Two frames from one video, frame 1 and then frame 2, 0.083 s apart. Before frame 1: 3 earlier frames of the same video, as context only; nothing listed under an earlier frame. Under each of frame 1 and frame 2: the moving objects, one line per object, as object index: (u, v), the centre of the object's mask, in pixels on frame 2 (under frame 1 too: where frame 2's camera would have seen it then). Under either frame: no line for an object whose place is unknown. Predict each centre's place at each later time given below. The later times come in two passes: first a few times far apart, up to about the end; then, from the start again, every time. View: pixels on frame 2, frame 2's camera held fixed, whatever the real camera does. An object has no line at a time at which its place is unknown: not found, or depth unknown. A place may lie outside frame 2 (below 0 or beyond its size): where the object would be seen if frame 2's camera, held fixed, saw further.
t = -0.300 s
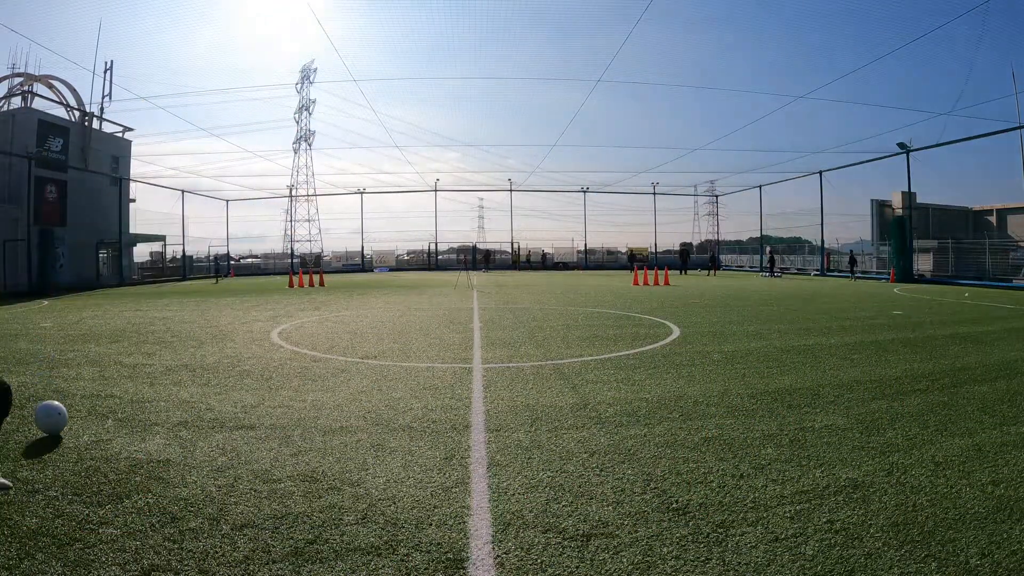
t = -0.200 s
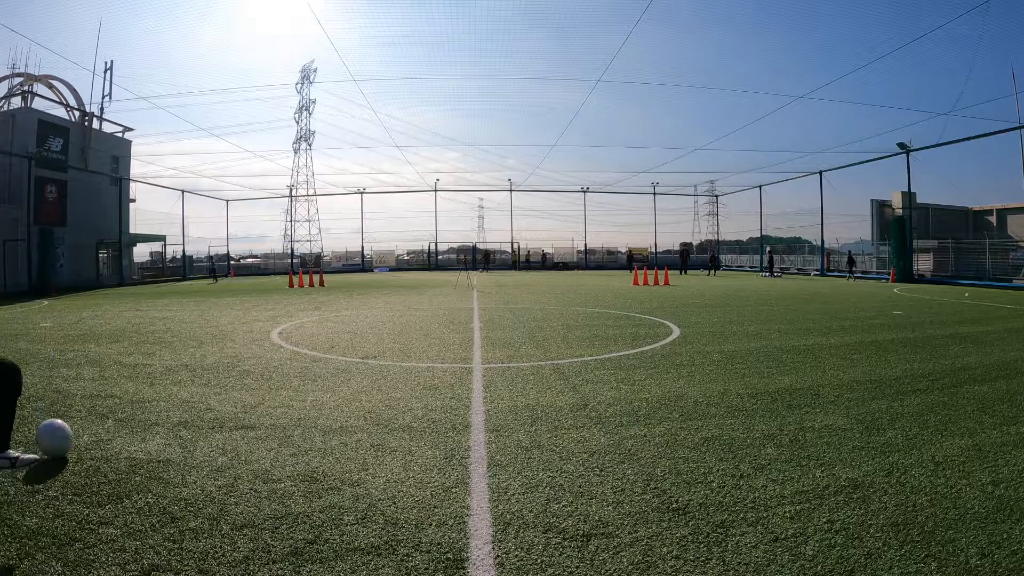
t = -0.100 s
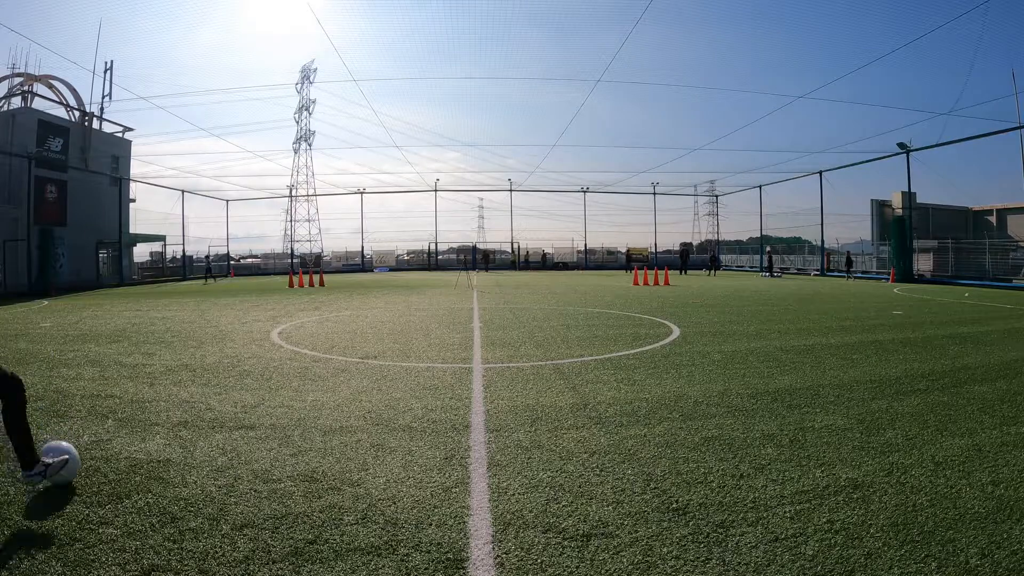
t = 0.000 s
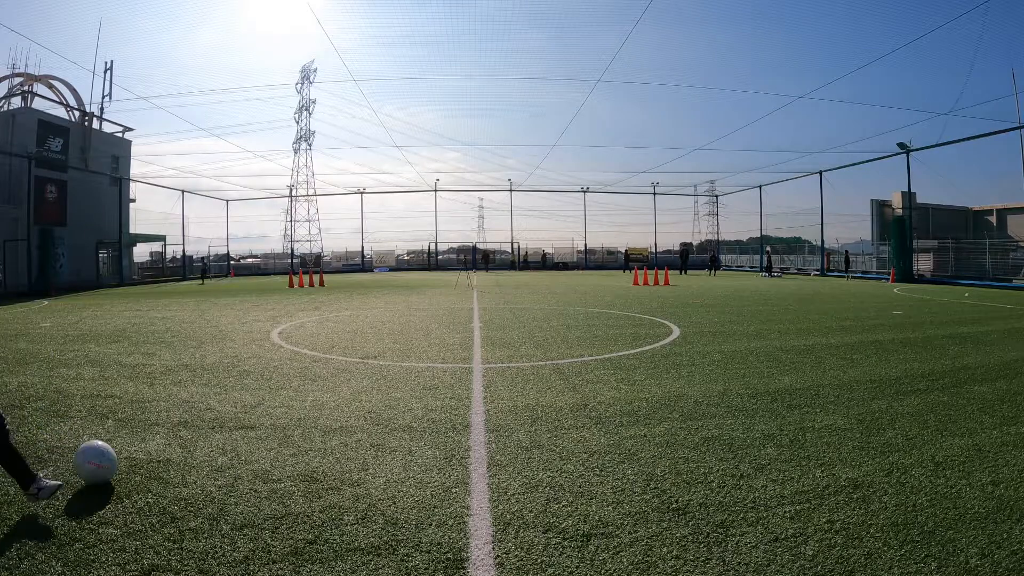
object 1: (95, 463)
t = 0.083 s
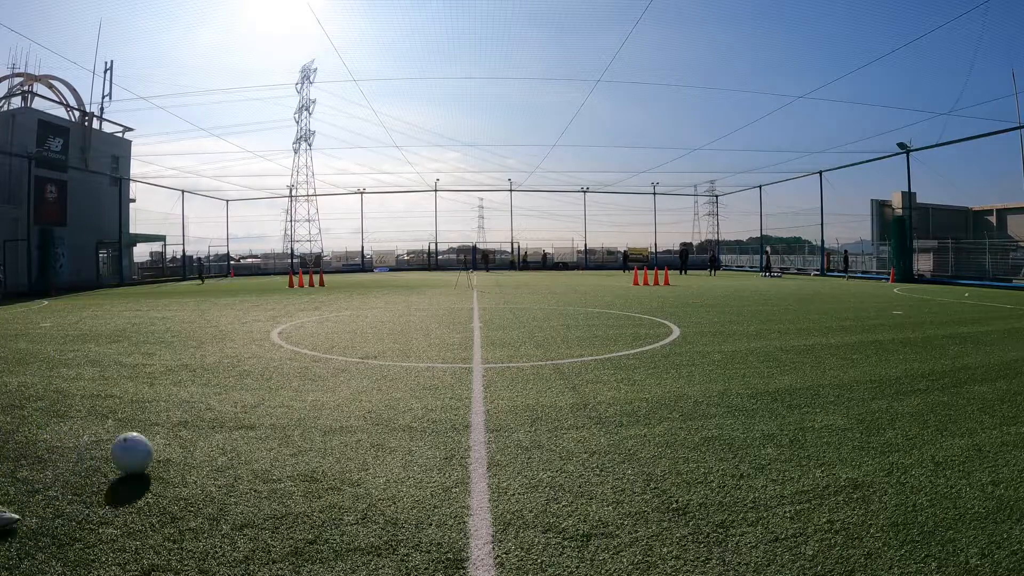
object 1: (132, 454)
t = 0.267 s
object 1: (201, 439)
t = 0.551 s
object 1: (286, 427)
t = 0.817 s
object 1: (357, 416)
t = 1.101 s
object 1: (419, 404)
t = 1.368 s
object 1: (470, 395)
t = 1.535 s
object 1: (497, 390)
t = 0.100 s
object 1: (139, 452)
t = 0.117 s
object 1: (145, 451)
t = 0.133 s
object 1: (152, 449)
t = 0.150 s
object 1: (159, 448)
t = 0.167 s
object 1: (165, 446)
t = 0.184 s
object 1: (171, 445)
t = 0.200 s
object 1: (177, 444)
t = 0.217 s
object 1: (183, 442)
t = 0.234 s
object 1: (189, 441)
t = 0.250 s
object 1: (195, 440)
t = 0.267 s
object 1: (201, 439)
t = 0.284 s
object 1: (206, 438)
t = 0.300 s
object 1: (211, 437)
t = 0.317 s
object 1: (217, 436)
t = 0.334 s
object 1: (222, 435)
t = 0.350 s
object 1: (228, 435)
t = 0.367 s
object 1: (232, 434)
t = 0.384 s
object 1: (237, 433)
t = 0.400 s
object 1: (242, 432)
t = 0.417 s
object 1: (247, 432)
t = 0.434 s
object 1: (252, 431)
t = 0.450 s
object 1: (257, 430)
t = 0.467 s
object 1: (262, 430)
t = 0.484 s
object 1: (267, 429)
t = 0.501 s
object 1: (271, 428)
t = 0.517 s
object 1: (277, 428)
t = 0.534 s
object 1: (282, 427)
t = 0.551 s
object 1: (286, 427)
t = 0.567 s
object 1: (290, 426)
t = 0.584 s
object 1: (295, 425)
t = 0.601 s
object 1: (300, 424)
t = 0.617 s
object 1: (305, 423)
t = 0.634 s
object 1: (309, 423)
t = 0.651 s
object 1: (313, 423)
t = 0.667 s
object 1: (318, 422)
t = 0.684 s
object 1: (322, 421)
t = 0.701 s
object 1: (326, 420)
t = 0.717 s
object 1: (331, 420)
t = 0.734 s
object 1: (335, 419)
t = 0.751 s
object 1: (340, 418)
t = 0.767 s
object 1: (344, 418)
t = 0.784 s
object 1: (348, 417)
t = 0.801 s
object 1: (352, 416)
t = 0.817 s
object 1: (357, 416)
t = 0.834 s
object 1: (361, 415)
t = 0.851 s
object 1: (365, 415)
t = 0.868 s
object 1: (368, 414)
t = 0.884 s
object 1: (372, 413)
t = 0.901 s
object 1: (376, 412)
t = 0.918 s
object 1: (380, 412)
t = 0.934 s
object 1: (384, 411)
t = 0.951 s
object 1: (387, 410)
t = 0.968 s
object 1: (391, 409)
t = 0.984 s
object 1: (394, 409)
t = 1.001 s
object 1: (398, 408)
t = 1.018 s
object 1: (402, 407)
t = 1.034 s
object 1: (405, 407)
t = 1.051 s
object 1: (409, 406)
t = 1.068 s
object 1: (412, 405)
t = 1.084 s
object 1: (416, 404)
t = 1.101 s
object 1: (419, 404)
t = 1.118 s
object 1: (423, 403)
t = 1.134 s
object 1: (427, 403)
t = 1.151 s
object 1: (430, 402)
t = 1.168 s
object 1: (433, 402)
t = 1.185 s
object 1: (436, 401)
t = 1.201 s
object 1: (440, 400)
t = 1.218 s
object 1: (442, 400)
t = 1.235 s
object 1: (445, 399)
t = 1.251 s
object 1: (449, 399)
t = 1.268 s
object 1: (451, 398)
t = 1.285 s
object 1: (455, 397)
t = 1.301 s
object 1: (458, 398)
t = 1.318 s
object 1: (461, 397)
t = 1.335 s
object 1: (464, 396)
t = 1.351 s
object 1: (467, 396)
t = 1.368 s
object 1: (470, 395)
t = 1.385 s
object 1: (472, 395)
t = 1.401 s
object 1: (475, 395)
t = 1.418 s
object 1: (479, 394)
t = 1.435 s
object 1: (481, 393)
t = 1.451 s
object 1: (484, 393)
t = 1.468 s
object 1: (487, 392)
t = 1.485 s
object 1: (490, 391)
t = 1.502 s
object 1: (492, 390)
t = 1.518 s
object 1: (495, 390)
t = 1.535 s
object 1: (497, 390)
